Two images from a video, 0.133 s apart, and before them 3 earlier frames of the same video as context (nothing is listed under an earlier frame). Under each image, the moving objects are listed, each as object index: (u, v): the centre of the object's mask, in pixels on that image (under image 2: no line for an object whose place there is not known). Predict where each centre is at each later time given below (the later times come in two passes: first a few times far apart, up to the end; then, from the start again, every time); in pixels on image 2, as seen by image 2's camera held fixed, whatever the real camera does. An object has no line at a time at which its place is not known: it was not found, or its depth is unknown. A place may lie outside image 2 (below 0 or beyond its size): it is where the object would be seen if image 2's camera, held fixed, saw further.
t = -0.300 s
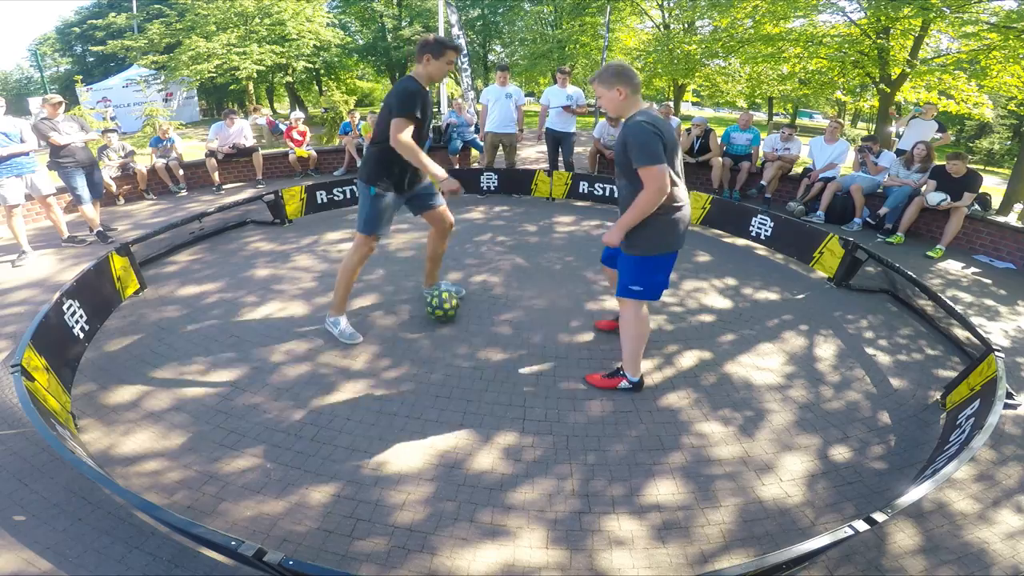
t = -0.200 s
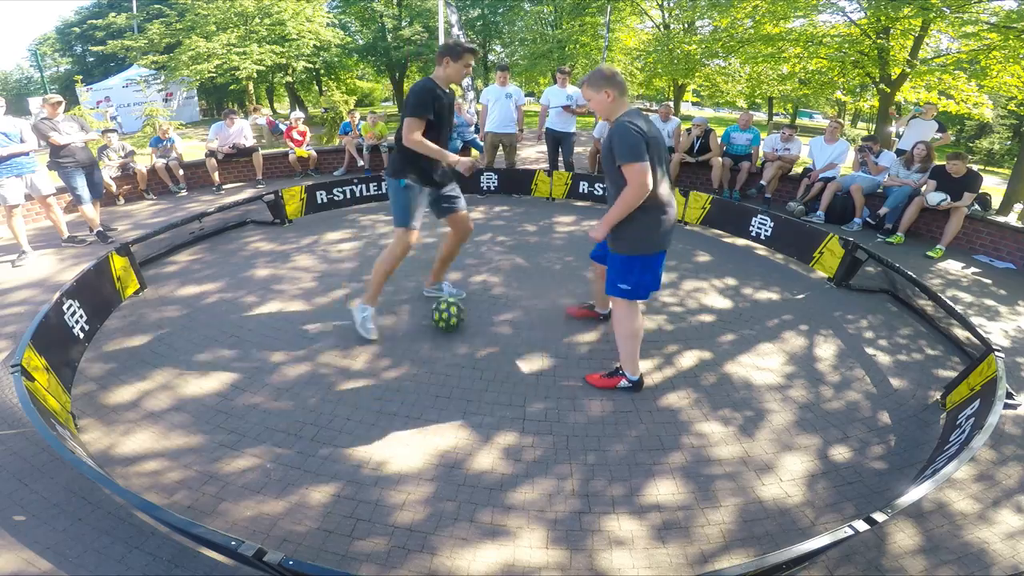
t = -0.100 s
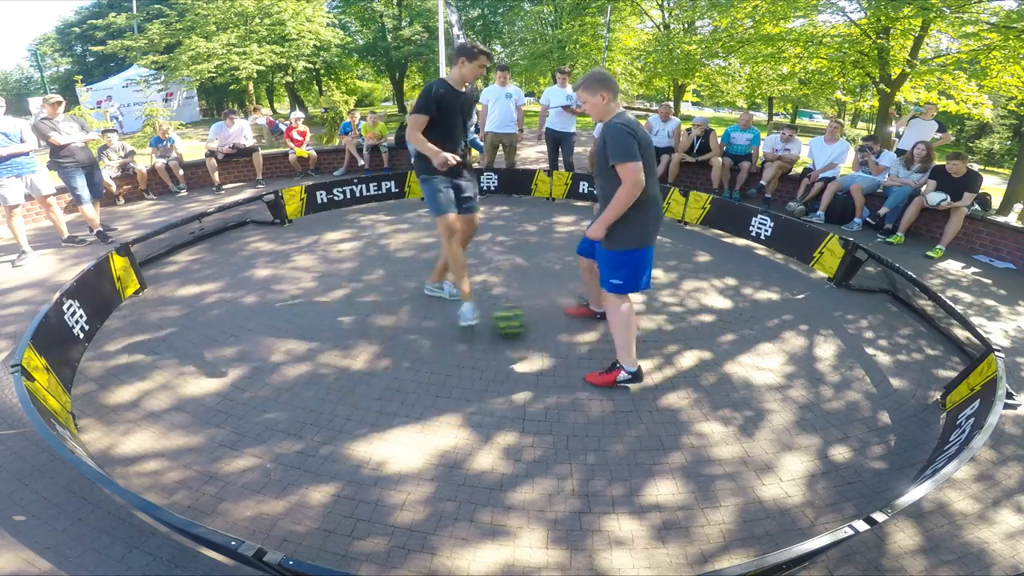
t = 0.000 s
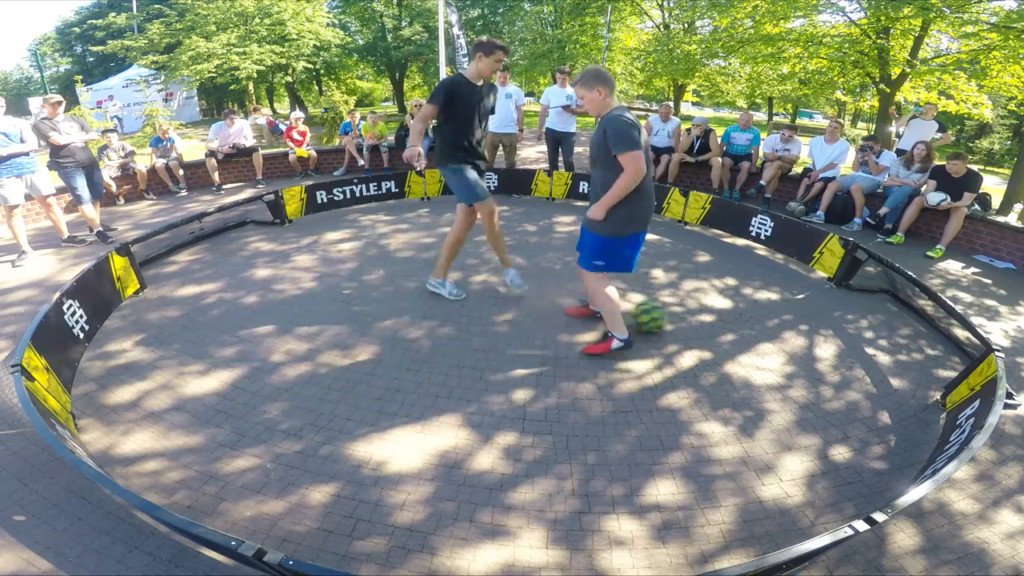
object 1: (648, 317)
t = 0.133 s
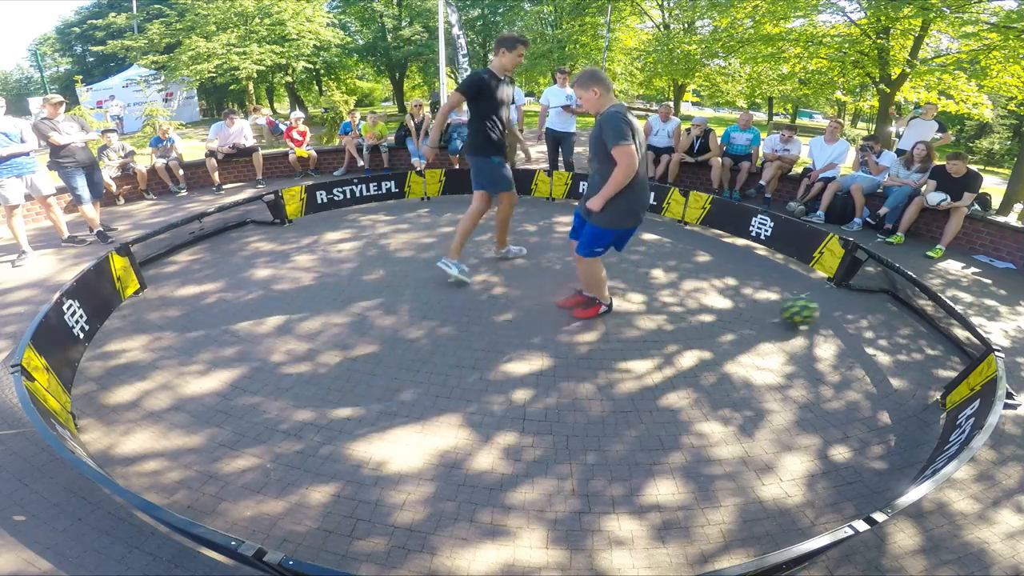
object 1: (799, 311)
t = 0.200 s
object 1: (859, 310)
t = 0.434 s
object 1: (894, 302)
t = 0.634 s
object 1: (863, 296)
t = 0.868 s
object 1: (827, 289)
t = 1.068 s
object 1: (798, 283)
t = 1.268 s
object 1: (770, 279)
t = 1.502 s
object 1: (738, 271)
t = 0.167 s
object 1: (830, 309)
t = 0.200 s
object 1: (859, 310)
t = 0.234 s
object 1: (886, 310)
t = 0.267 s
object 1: (908, 309)
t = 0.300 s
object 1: (923, 309)
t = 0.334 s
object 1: (916, 306)
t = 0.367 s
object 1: (907, 304)
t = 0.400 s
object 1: (899, 304)
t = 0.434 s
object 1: (894, 302)
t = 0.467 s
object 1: (889, 301)
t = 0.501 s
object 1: (884, 300)
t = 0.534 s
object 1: (879, 299)
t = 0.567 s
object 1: (874, 298)
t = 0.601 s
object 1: (868, 297)
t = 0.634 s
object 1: (863, 296)
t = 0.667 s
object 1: (858, 296)
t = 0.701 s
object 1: (853, 294)
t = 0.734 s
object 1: (847, 293)
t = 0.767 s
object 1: (843, 292)
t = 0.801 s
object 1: (837, 291)
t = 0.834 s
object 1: (832, 290)
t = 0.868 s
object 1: (827, 289)
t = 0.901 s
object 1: (822, 289)
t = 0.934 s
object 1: (817, 287)
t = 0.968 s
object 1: (811, 287)
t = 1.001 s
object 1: (806, 286)
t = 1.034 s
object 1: (802, 285)
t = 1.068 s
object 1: (798, 283)
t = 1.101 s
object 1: (793, 283)
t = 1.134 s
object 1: (789, 282)
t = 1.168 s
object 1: (785, 281)
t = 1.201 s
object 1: (779, 280)
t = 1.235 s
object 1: (775, 280)
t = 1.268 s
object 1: (770, 279)
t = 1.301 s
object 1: (765, 278)
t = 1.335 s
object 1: (761, 277)
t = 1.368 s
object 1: (757, 275)
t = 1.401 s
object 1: (752, 274)
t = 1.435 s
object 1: (747, 273)
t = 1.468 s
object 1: (742, 272)
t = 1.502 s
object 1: (738, 271)
